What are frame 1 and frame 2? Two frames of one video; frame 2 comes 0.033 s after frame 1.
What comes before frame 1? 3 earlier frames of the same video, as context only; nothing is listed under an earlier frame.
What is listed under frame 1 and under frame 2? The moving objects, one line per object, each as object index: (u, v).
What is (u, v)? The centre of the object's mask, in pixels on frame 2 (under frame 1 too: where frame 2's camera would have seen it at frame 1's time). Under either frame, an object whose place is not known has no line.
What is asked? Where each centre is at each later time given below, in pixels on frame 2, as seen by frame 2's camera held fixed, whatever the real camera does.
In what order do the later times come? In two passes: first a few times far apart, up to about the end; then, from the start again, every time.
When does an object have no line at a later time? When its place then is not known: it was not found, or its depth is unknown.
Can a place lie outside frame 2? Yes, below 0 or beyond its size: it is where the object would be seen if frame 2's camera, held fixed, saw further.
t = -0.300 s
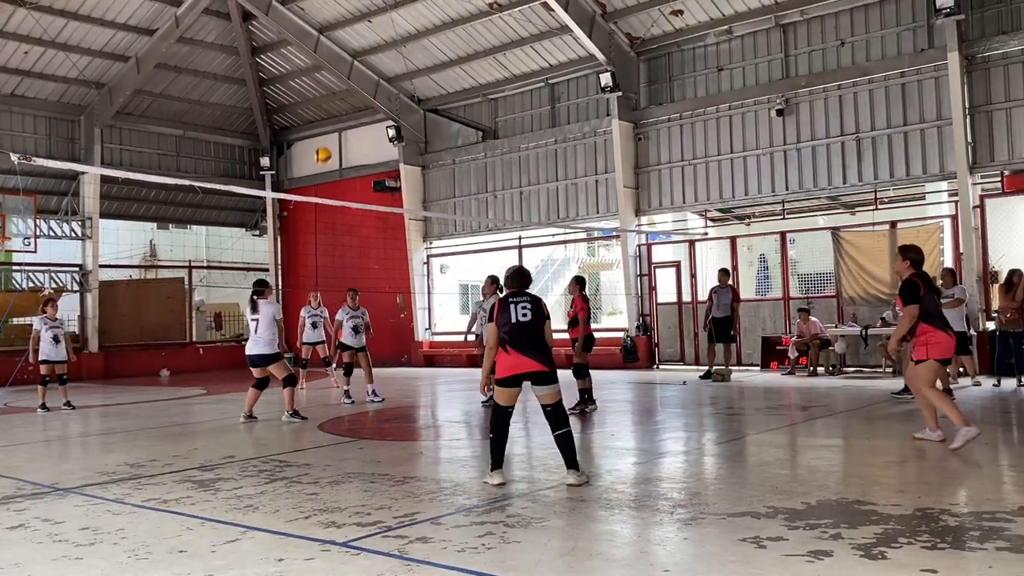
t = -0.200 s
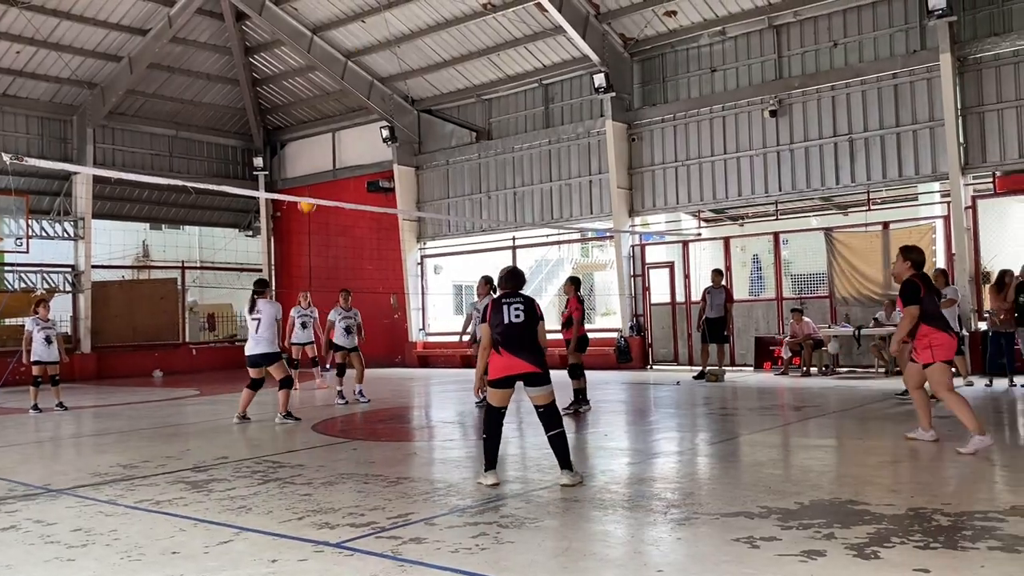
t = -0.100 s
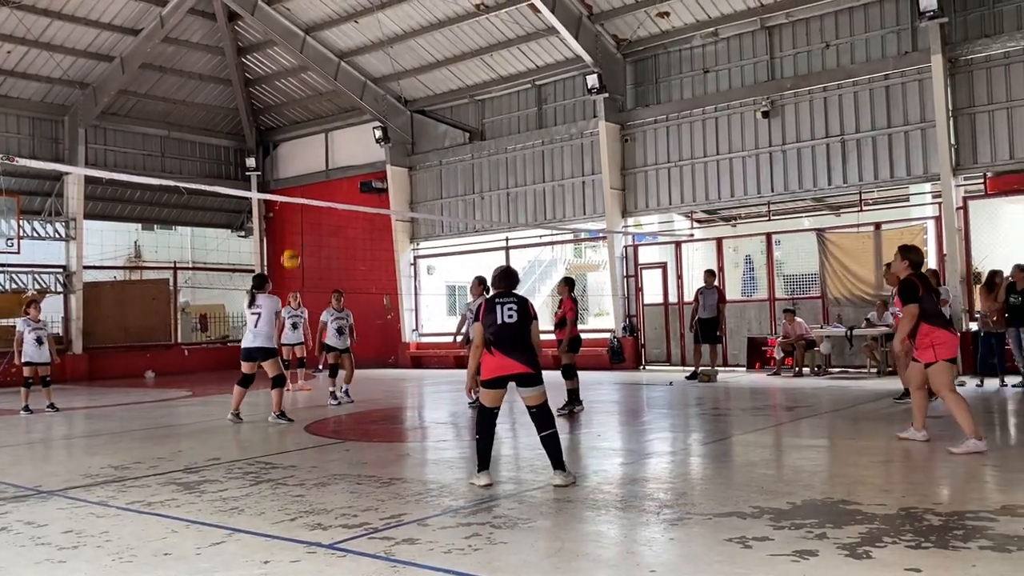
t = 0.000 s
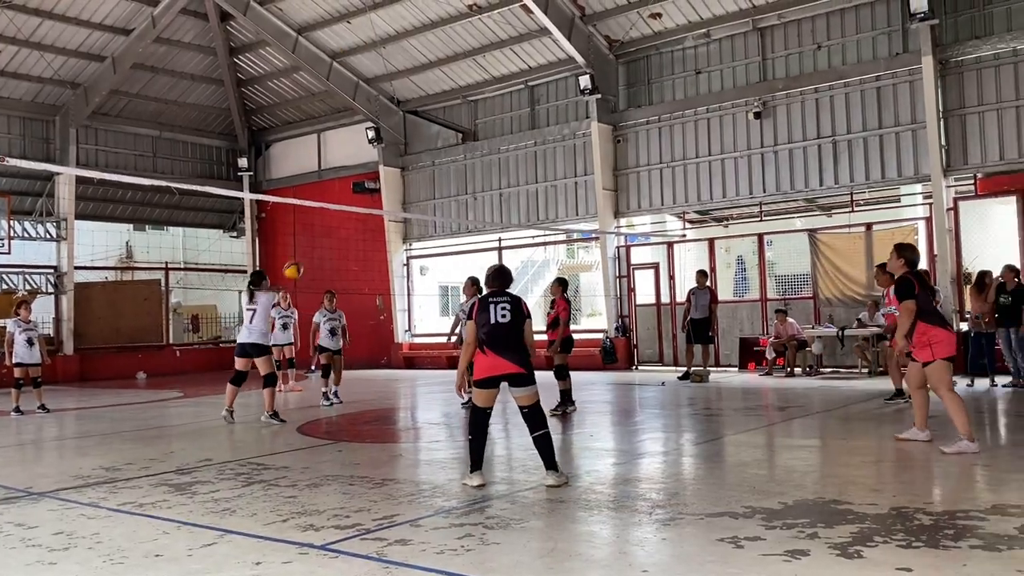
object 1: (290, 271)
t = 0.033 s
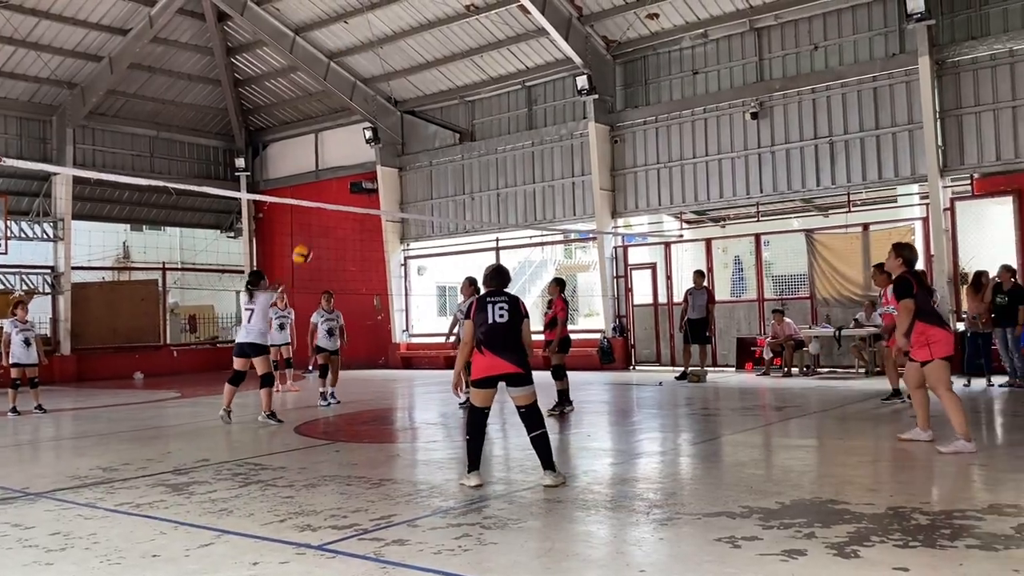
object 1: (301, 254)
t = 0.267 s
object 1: (388, 161)
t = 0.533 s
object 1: (503, 110)
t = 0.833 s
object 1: (663, 135)
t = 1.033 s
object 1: (792, 218)
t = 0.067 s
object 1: (313, 240)
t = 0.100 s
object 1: (326, 225)
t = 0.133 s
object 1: (337, 212)
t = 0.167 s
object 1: (350, 197)
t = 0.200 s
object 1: (362, 185)
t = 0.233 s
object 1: (374, 172)
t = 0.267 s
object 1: (388, 161)
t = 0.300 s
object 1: (401, 152)
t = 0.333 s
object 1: (414, 143)
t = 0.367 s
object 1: (428, 135)
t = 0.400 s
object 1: (442, 128)
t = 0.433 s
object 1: (456, 122)
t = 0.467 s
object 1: (472, 116)
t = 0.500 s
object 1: (488, 112)
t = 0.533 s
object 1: (503, 110)
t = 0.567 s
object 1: (519, 107)
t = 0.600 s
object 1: (536, 107)
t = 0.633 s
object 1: (553, 107)
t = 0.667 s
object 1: (570, 109)
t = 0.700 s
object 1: (587, 111)
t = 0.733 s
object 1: (606, 115)
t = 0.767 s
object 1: (624, 120)
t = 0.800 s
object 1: (644, 127)
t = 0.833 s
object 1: (663, 135)
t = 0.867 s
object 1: (683, 145)
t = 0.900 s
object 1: (704, 156)
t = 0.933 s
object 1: (726, 168)
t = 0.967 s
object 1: (748, 184)
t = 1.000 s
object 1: (770, 199)
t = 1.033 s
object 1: (792, 218)
